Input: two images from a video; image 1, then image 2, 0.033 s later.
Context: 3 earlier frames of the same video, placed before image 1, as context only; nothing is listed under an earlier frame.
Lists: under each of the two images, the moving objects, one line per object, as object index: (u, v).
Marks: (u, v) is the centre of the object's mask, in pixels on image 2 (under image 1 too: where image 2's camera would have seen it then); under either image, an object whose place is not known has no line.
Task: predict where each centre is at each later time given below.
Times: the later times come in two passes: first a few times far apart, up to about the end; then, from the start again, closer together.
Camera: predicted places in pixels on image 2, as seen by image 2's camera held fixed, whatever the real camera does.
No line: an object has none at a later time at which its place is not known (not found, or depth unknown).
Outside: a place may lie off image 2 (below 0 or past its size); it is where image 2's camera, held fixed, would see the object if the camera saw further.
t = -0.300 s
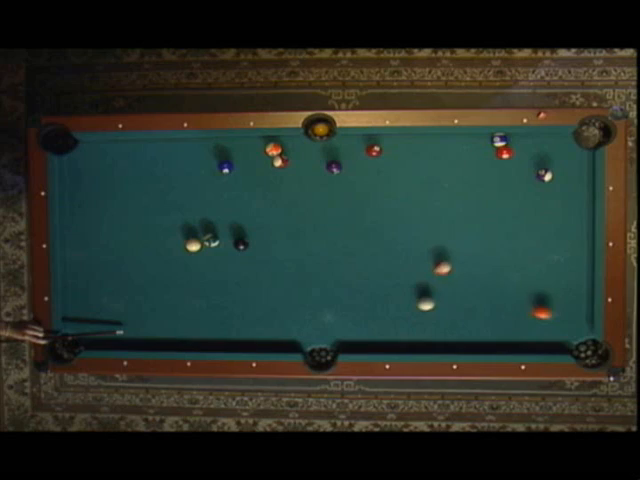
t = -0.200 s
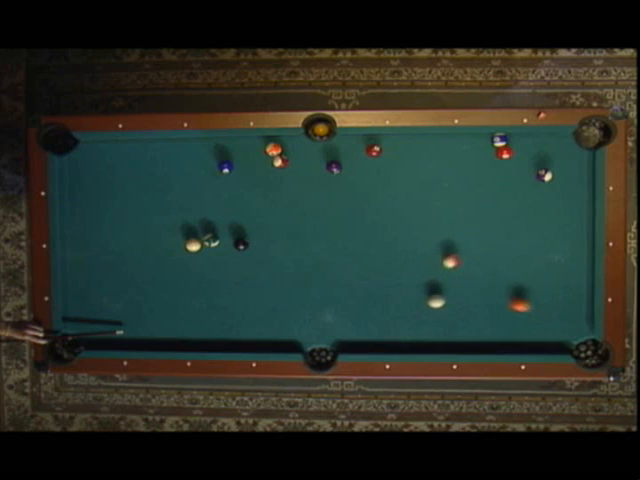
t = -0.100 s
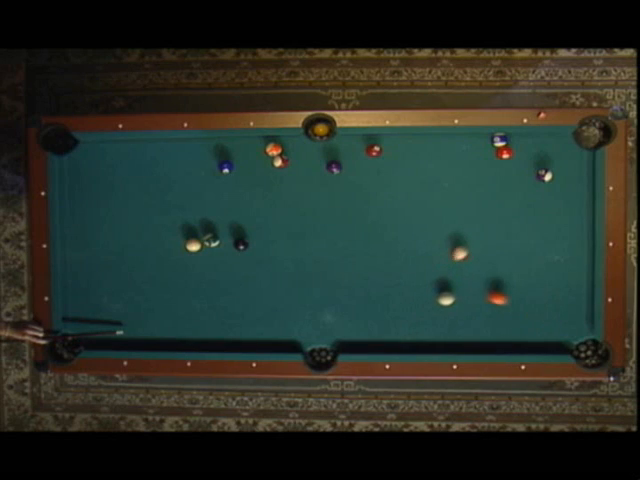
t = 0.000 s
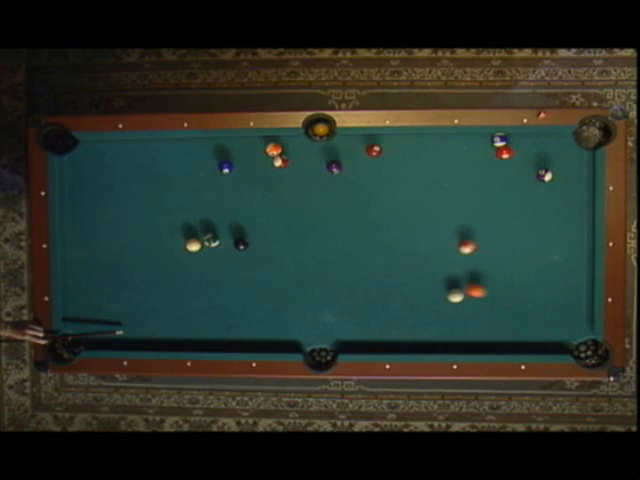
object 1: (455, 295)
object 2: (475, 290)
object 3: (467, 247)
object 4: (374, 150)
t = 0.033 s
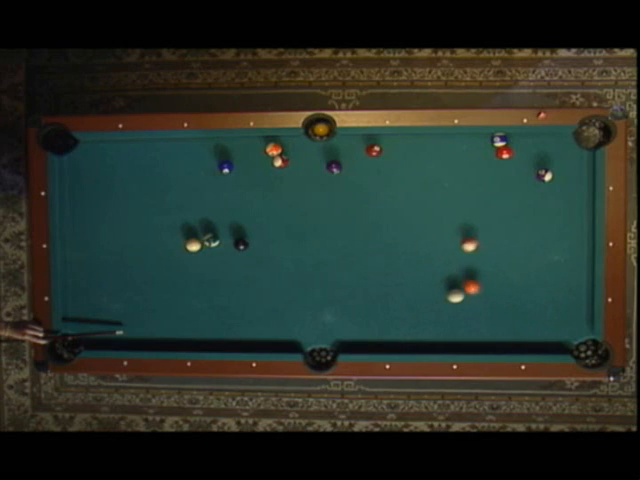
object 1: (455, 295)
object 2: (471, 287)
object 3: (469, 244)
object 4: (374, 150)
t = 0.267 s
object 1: (439, 302)
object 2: (458, 255)
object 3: (486, 228)
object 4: (373, 150)
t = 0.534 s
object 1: (423, 309)
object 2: (440, 222)
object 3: (505, 210)
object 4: (374, 150)
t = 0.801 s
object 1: (408, 314)
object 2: (423, 189)
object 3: (520, 193)
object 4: (374, 150)
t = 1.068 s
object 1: (393, 319)
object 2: (405, 157)
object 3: (528, 180)
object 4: (374, 150)
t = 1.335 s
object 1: (379, 322)
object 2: (391, 150)
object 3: (527, 172)
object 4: (374, 150)
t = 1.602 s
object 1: (366, 325)
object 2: (387, 167)
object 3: (524, 165)
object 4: (368, 150)
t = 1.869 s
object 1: (354, 328)
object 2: (383, 182)
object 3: (522, 160)
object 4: (362, 150)
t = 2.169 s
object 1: (340, 330)
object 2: (379, 196)
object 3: (520, 154)
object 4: (359, 149)
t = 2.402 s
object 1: (329, 332)
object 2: (376, 206)
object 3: (521, 151)
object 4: (357, 149)
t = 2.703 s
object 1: (317, 335)
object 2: (372, 216)
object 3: (520, 149)
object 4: (355, 149)
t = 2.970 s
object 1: (307, 336)
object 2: (368, 223)
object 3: (520, 148)
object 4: (355, 149)
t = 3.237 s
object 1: (297, 337)
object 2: (364, 229)
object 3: (520, 148)
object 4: (355, 149)
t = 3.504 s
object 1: (288, 339)
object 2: (362, 232)
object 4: (355, 149)
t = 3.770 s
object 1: (280, 339)
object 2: (360, 235)
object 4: (355, 149)
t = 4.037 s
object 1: (273, 339)
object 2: (358, 236)
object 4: (355, 149)
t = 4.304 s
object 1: (267, 339)
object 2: (357, 236)
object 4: (355, 149)
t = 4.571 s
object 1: (263, 338)
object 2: (357, 236)
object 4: (355, 149)
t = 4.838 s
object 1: (259, 336)
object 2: (357, 237)
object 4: (355, 149)
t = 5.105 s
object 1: (257, 335)
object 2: (357, 237)
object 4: (355, 149)
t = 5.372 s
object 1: (255, 336)
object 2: (357, 237)
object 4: (355, 149)
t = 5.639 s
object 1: (253, 337)
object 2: (357, 237)
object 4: (355, 149)
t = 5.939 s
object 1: (253, 336)
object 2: (357, 237)
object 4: (355, 149)
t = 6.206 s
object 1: (253, 336)
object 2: (357, 237)
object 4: (355, 149)
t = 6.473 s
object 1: (253, 336)
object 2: (357, 236)
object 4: (355, 149)
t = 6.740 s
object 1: (253, 336)
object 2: (357, 236)
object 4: (355, 149)
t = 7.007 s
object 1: (253, 336)
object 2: (357, 237)
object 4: (355, 149)
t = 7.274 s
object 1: (253, 335)
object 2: (357, 236)
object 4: (355, 149)
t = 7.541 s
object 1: (253, 335)
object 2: (357, 236)
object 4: (355, 149)
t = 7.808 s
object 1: (253, 335)
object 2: (357, 237)
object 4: (355, 149)
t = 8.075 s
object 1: (253, 335)
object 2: (357, 237)
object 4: (355, 149)
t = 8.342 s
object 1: (253, 335)
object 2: (357, 237)
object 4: (355, 149)
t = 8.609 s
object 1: (253, 335)
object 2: (357, 237)
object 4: (355, 149)
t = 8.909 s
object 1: (253, 335)
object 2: (357, 237)
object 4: (355, 149)
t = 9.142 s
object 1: (253, 335)
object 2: (357, 237)
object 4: (356, 149)
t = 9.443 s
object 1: (253, 335)
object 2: (357, 237)
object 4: (355, 149)
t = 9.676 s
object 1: (253, 335)
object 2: (357, 237)
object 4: (355, 149)
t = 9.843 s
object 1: (253, 335)
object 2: (357, 236)
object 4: (355, 149)
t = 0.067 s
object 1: (452, 297)
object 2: (470, 282)
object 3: (472, 242)
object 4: (373, 150)
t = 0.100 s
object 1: (449, 298)
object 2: (469, 277)
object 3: (475, 239)
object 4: (374, 150)
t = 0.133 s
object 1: (447, 299)
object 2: (467, 273)
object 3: (477, 237)
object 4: (374, 150)
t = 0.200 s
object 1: (443, 301)
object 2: (463, 264)
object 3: (482, 232)
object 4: (374, 150)
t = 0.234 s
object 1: (441, 302)
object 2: (460, 260)
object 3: (485, 230)
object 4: (374, 150)
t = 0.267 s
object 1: (439, 302)
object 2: (458, 255)
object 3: (486, 228)
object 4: (373, 150)
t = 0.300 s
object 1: (437, 303)
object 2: (456, 252)
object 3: (489, 226)
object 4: (374, 150)
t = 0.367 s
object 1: (433, 305)
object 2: (451, 243)
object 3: (494, 221)
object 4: (374, 150)
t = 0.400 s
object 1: (431, 306)
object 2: (450, 239)
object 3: (496, 219)
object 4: (374, 150)
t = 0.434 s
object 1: (429, 307)
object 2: (447, 234)
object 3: (498, 217)
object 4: (374, 150)
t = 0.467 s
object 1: (427, 307)
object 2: (445, 230)
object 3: (500, 215)
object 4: (373, 150)
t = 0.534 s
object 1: (423, 309)
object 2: (440, 222)
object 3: (505, 210)
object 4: (374, 150)
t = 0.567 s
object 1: (421, 310)
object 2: (438, 218)
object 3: (507, 207)
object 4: (374, 150)
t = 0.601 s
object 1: (419, 310)
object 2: (436, 214)
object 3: (509, 205)
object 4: (374, 150)
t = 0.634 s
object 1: (417, 311)
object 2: (434, 209)
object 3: (511, 204)
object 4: (374, 150)
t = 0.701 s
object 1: (413, 312)
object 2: (430, 201)
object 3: (515, 199)
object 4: (374, 150)
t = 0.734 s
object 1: (412, 313)
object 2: (427, 197)
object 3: (517, 197)
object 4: (374, 150)
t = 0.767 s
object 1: (410, 314)
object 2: (425, 193)
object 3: (518, 195)
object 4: (374, 150)
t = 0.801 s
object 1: (408, 314)
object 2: (423, 189)
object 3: (520, 193)
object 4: (374, 150)
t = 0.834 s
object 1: (406, 315)
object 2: (421, 185)
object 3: (522, 190)
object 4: (374, 150)
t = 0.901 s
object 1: (403, 316)
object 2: (417, 177)
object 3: (526, 186)
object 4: (374, 150)
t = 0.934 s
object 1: (401, 317)
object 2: (414, 173)
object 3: (527, 184)
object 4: (374, 150)
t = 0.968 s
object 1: (398, 317)
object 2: (412, 169)
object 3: (528, 183)
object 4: (374, 150)
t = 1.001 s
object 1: (397, 318)
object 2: (410, 165)
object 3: (529, 182)
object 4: (374, 150)
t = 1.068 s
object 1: (393, 319)
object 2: (405, 157)
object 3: (528, 180)
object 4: (374, 150)
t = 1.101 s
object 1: (391, 319)
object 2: (403, 153)
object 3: (528, 179)
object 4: (374, 150)
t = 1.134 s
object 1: (390, 320)
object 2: (401, 149)
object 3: (528, 177)
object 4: (374, 150)
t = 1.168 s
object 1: (388, 320)
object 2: (399, 145)
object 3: (528, 177)
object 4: (374, 150)
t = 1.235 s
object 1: (384, 321)
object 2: (395, 142)
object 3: (527, 175)
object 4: (374, 150)
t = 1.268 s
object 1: (383, 322)
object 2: (394, 145)
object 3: (527, 174)
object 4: (374, 150)
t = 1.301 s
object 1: (381, 322)
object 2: (392, 147)
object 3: (527, 173)
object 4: (374, 150)
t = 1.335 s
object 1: (379, 322)
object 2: (391, 150)
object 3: (527, 172)
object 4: (374, 150)
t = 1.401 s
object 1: (376, 323)
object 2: (390, 154)
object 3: (526, 170)
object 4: (372, 150)
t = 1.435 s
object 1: (374, 323)
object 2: (389, 156)
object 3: (526, 169)
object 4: (371, 150)
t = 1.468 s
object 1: (372, 324)
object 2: (389, 159)
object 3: (526, 169)
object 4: (370, 150)
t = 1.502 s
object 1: (371, 324)
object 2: (388, 160)
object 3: (526, 168)
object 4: (369, 150)
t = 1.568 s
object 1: (368, 325)
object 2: (387, 164)
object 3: (525, 166)
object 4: (368, 150)
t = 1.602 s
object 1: (366, 325)
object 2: (387, 167)
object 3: (524, 165)
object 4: (368, 150)
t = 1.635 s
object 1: (364, 326)
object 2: (386, 169)
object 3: (524, 165)
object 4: (367, 150)
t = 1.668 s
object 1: (363, 326)
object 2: (386, 171)
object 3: (524, 164)
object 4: (366, 150)
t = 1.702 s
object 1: (361, 326)
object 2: (386, 173)
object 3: (524, 163)
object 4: (365, 150)
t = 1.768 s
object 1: (358, 327)
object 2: (385, 176)
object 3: (523, 162)
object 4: (364, 150)
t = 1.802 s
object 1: (357, 327)
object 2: (384, 178)
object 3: (523, 161)
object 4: (363, 150)
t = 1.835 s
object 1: (355, 327)
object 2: (384, 180)
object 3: (522, 160)
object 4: (363, 150)
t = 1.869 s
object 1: (354, 328)
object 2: (383, 182)
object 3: (522, 160)
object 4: (362, 150)
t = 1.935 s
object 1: (350, 328)
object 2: (382, 185)
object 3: (520, 158)
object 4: (361, 150)
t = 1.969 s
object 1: (349, 328)
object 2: (382, 187)
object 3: (520, 157)
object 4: (361, 150)
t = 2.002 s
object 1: (347, 329)
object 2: (381, 189)
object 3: (520, 157)
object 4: (360, 150)
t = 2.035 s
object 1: (346, 329)
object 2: (381, 190)
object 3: (520, 156)
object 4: (360, 150)
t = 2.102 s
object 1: (343, 330)
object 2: (380, 193)
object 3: (520, 155)
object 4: (359, 149)
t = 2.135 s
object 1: (341, 330)
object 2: (379, 195)
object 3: (521, 154)
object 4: (359, 149)
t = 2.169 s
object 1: (340, 330)
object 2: (379, 196)
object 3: (520, 154)
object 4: (359, 149)
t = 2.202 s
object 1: (338, 331)
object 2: (378, 198)
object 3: (521, 153)
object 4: (358, 149)
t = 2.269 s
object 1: (335, 331)
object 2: (377, 201)
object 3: (521, 153)
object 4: (358, 149)
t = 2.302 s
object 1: (334, 332)
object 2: (377, 202)
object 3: (521, 152)
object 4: (358, 149)
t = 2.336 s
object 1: (332, 332)
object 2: (377, 203)
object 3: (521, 152)
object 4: (357, 149)
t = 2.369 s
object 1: (331, 332)
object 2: (376, 205)
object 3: (521, 151)
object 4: (357, 149)
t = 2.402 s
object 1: (329, 332)
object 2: (376, 206)
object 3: (521, 151)
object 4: (357, 149)
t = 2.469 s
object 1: (327, 333)
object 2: (375, 208)
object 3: (521, 151)
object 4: (357, 149)
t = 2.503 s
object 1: (325, 333)
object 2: (375, 209)
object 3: (521, 150)
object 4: (356, 149)
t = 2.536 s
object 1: (324, 333)
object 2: (374, 211)
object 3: (521, 150)
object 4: (356, 149)
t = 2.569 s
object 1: (323, 334)
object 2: (374, 212)
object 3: (521, 150)
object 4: (356, 149)
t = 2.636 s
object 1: (320, 334)
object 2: (373, 214)
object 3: (520, 150)
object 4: (356, 149)
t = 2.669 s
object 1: (318, 334)
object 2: (372, 215)
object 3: (520, 149)
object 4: (356, 149)
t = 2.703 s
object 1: (317, 335)
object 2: (372, 216)
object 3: (520, 149)
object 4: (355, 149)
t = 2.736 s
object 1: (316, 335)
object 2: (372, 217)
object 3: (520, 149)
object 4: (355, 149)
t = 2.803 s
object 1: (313, 335)
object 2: (371, 219)
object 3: (520, 149)
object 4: (355, 149)
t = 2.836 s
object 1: (312, 335)
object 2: (370, 220)
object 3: (520, 148)
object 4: (355, 149)
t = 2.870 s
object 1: (310, 335)
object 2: (370, 221)
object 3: (520, 148)
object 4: (355, 149)
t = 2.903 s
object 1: (309, 335)
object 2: (369, 222)
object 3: (520, 148)
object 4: (355, 149)
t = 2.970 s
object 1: (307, 336)
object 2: (368, 223)
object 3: (520, 148)
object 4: (355, 149)
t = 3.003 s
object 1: (305, 336)
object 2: (368, 224)
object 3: (520, 148)
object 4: (355, 149)
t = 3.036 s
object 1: (304, 336)
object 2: (367, 225)
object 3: (520, 148)
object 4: (355, 149)
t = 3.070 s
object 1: (303, 336)
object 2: (367, 225)
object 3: (520, 148)
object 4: (355, 149)
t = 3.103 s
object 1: (301, 336)
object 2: (366, 226)
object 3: (520, 148)
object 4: (355, 149)
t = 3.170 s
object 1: (299, 337)
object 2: (365, 228)
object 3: (520, 148)
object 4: (355, 149)
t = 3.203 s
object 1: (298, 337)
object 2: (365, 228)
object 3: (520, 148)
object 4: (355, 149)
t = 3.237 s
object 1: (297, 337)
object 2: (364, 229)
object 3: (520, 148)
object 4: (355, 149)
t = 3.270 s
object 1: (295, 338)
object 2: (364, 229)
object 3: (520, 148)
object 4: (355, 149)
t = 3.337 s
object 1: (293, 338)
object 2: (363, 231)
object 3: (520, 148)
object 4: (355, 149)
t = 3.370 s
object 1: (292, 338)
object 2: (363, 231)
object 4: (355, 149)
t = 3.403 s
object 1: (291, 338)
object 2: (362, 231)
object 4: (355, 149)
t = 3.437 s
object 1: (290, 338)
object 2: (362, 232)
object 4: (355, 149)
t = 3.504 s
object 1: (288, 339)
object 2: (362, 232)
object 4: (355, 149)
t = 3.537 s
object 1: (287, 339)
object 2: (362, 233)
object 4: (355, 149)
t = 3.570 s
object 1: (286, 338)
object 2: (361, 233)
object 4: (355, 149)
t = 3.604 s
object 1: (285, 339)
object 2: (361, 234)
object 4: (355, 149)
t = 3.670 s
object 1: (283, 338)
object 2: (361, 234)
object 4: (355, 149)
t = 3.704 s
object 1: (282, 338)
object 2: (360, 235)
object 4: (355, 149)
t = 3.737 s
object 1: (281, 339)
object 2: (360, 235)
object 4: (355, 149)
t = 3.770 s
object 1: (280, 339)
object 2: (360, 235)
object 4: (355, 149)
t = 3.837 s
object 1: (278, 339)
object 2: (359, 236)
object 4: (355, 149)
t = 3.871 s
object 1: (277, 339)
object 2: (359, 236)
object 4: (355, 149)
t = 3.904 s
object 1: (276, 339)
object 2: (359, 236)
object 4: (355, 149)
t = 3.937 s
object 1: (276, 339)
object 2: (359, 236)
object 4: (355, 149)
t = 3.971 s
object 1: (275, 339)
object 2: (359, 236)
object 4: (355, 149)
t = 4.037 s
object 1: (273, 339)
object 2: (358, 236)
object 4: (355, 149)
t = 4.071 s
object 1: (272, 339)
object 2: (358, 236)
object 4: (355, 149)
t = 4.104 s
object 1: (272, 339)
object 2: (358, 236)
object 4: (355, 149)
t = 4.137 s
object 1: (271, 339)
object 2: (358, 236)
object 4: (355, 149)
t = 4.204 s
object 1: (269, 339)
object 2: (357, 236)
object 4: (355, 149)
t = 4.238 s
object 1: (269, 339)
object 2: (357, 236)
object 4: (355, 149)
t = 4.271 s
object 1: (268, 339)
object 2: (357, 236)
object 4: (355, 149)
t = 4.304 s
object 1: (267, 339)
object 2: (357, 236)
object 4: (355, 149)
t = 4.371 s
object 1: (266, 339)
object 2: (357, 236)
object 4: (355, 149)
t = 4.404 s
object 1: (265, 339)
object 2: (357, 236)
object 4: (355, 149)
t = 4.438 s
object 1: (265, 339)
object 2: (357, 236)
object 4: (355, 149)
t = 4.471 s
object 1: (264, 338)
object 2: (357, 236)
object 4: (355, 149)
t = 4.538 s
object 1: (263, 338)
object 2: (357, 236)
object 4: (355, 149)
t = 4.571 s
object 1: (263, 338)
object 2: (357, 236)
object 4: (355, 149)
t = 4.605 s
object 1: (262, 338)
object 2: (357, 236)
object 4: (355, 149)
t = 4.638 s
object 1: (262, 337)
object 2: (357, 236)
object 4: (355, 149)
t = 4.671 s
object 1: (261, 337)
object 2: (357, 236)
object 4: (355, 149)
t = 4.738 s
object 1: (261, 337)
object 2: (357, 237)
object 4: (355, 149)
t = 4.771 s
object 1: (260, 337)
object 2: (357, 237)
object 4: (355, 149)
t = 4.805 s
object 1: (260, 336)
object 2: (357, 237)
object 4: (355, 149)
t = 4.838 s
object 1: (259, 336)
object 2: (357, 237)
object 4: (355, 149)
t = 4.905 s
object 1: (259, 336)
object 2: (357, 237)
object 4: (355, 149)
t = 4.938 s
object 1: (258, 336)
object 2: (357, 237)
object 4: (355, 149)
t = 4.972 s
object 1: (258, 336)
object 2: (357, 237)
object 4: (355, 149)
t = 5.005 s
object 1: (258, 336)
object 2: (357, 237)
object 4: (355, 149)
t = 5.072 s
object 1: (257, 335)
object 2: (357, 237)
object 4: (355, 149)
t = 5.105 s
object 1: (257, 335)
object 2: (357, 237)
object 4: (355, 149)
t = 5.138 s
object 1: (256, 335)
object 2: (357, 237)
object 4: (355, 149)
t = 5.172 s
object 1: (256, 335)
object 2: (357, 237)
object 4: (355, 149)
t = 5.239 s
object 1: (256, 335)
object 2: (357, 237)
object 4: (355, 149)
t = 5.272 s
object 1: (255, 335)
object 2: (357, 237)
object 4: (355, 149)
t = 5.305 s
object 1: (255, 335)
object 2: (357, 237)
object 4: (355, 149)
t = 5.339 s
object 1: (255, 335)
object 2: (357, 237)
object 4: (355, 149)
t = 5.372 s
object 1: (255, 336)
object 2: (357, 237)
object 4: (355, 149)
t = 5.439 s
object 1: (254, 335)
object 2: (357, 237)
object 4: (355, 149)
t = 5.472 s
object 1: (254, 336)
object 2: (357, 237)
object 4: (355, 149)
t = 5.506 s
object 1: (253, 336)
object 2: (357, 237)
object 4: (355, 149)
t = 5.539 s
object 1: (254, 336)
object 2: (357, 237)
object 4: (355, 149)
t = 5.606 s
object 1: (253, 337)
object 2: (357, 237)
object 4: (355, 149)
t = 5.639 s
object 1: (253, 337)
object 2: (357, 237)
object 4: (355, 149)
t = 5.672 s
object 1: (253, 336)
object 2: (357, 237)
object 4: (355, 149)
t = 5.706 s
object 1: (253, 336)
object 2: (357, 237)
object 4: (355, 149)
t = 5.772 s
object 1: (253, 336)
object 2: (357, 237)
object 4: (355, 149)
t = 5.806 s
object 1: (253, 336)
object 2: (357, 237)
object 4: (355, 149)
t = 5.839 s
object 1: (253, 336)
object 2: (357, 237)
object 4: (355, 149)
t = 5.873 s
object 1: (253, 336)
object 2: (357, 237)
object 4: (355, 149)
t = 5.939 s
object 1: (253, 336)
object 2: (357, 237)
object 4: (355, 149)
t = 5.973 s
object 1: (253, 336)
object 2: (357, 237)
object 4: (355, 149)
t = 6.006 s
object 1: (253, 336)
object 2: (357, 237)
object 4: (355, 149)
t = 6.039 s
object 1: (253, 336)
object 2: (357, 237)
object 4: (355, 149)
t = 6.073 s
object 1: (253, 336)
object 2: (357, 237)
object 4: (355, 149)
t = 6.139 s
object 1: (253, 336)
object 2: (357, 237)
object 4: (355, 149)
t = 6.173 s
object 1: (253, 336)
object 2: (357, 237)
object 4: (355, 149)
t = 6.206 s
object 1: (253, 336)
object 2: (357, 237)
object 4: (355, 149)
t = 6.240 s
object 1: (253, 336)
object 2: (357, 236)
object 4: (355, 149)
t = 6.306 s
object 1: (253, 336)
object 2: (357, 237)
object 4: (355, 149)
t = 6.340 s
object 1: (253, 336)
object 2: (357, 236)
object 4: (355, 149)
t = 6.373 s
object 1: (253, 336)
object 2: (357, 236)
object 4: (355, 149)
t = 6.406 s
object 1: (253, 336)
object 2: (357, 236)
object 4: (355, 149)
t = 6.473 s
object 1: (253, 336)
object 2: (357, 236)
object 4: (355, 149)
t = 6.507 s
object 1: (253, 336)
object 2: (357, 236)
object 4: (355, 149)
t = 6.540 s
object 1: (253, 336)
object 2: (357, 236)
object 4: (355, 149)
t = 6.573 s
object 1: (253, 336)
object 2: (357, 236)
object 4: (355, 149)
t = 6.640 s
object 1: (253, 336)
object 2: (357, 236)
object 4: (355, 149)
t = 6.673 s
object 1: (253, 336)
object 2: (357, 236)
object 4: (355, 149)
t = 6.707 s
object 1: (253, 336)
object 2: (357, 236)
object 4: (355, 149)
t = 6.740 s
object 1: (253, 336)
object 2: (357, 236)
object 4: (355, 149)
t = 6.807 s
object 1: (253, 336)
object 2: (357, 236)
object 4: (356, 149)
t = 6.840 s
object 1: (253, 336)
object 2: (357, 236)
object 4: (355, 149)
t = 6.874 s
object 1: (253, 336)
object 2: (357, 236)
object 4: (356, 149)
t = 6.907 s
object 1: (253, 336)
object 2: (357, 236)
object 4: (356, 149)
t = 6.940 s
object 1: (253, 336)
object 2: (357, 236)
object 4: (356, 149)
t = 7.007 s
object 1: (253, 336)
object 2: (357, 237)
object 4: (355, 149)
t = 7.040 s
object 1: (253, 336)
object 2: (357, 237)
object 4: (355, 149)
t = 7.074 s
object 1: (253, 335)
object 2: (357, 237)
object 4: (355, 149)
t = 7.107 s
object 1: (253, 335)
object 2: (357, 236)
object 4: (355, 149)
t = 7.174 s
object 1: (253, 335)
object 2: (357, 236)
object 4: (355, 149)
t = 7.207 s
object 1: (253, 335)
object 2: (357, 237)
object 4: (355, 149)
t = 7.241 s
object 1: (253, 335)
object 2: (357, 236)
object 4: (355, 149)
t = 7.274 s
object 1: (253, 335)
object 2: (357, 236)
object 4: (355, 149)
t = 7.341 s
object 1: (253, 335)
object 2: (357, 236)
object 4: (355, 149)
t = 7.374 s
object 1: (253, 335)
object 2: (357, 236)
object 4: (355, 149)
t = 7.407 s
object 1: (253, 335)
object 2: (357, 236)
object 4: (355, 149)
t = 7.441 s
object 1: (253, 335)
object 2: (357, 237)
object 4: (355, 149)
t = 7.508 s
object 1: (253, 335)
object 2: (357, 236)
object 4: (355, 149)
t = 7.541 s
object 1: (253, 335)
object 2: (357, 236)
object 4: (355, 149)
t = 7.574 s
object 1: (253, 335)
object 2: (357, 236)
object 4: (355, 149)
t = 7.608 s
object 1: (253, 335)
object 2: (357, 236)
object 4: (355, 149)
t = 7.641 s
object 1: (253, 335)
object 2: (357, 236)
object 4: (355, 149)
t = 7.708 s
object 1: (253, 335)
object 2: (357, 237)
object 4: (355, 149)
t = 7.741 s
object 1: (253, 335)
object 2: (357, 237)
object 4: (355, 149)
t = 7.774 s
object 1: (253, 335)
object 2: (357, 237)
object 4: (355, 149)
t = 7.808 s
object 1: (253, 335)
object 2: (357, 237)
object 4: (355, 149)
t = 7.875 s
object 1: (253, 335)
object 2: (357, 237)
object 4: (355, 149)
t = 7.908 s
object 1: (253, 335)
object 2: (357, 237)
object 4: (355, 149)
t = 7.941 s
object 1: (253, 335)
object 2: (357, 237)
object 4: (355, 149)
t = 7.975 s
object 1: (253, 335)
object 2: (357, 236)
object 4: (355, 149)
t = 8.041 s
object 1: (253, 335)
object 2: (357, 237)
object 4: (355, 149)
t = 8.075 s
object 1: (253, 335)
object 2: (357, 237)
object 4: (355, 149)
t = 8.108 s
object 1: (253, 335)
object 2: (357, 236)
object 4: (355, 149)
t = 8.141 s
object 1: (253, 335)
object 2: (357, 237)
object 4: (356, 149)
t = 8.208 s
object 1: (253, 335)
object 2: (357, 236)
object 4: (355, 149)
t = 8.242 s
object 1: (253, 335)
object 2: (357, 237)
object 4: (355, 149)
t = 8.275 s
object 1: (253, 335)
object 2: (357, 237)
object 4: (355, 149)
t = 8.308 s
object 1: (253, 335)
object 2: (357, 237)
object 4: (355, 149)
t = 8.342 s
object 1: (253, 335)
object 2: (357, 237)
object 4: (355, 149)
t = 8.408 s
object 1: (253, 335)
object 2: (357, 237)
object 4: (355, 149)
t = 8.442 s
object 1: (253, 335)
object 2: (357, 237)
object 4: (355, 149)
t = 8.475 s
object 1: (253, 335)
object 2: (357, 237)
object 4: (355, 149)
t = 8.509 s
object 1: (253, 335)
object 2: (357, 237)
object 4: (355, 149)
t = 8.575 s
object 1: (253, 335)
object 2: (357, 237)
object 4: (355, 149)
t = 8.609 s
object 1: (253, 335)
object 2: (357, 237)
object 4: (355, 149)
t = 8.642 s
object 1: (253, 335)
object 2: (357, 237)
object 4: (355, 149)
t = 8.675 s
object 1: (253, 335)
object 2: (357, 237)
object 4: (355, 149)
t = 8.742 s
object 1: (253, 335)
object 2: (357, 237)
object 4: (355, 149)
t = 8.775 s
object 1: (253, 335)
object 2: (357, 237)
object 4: (355, 149)
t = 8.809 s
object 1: (253, 335)
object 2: (357, 237)
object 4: (355, 149)
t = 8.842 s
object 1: (253, 335)
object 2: (357, 237)
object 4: (355, 149)
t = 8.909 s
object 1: (253, 335)
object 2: (357, 237)
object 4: (355, 149)
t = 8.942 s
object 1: (253, 335)
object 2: (357, 237)
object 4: (355, 149)
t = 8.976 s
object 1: (253, 335)
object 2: (357, 237)
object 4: (355, 149)
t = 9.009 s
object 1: (253, 335)
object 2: (357, 237)
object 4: (356, 149)
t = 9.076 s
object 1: (253, 335)
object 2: (357, 237)
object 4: (356, 149)
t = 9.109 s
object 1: (253, 335)
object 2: (357, 237)
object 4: (355, 149)
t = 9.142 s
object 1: (253, 335)
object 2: (357, 237)
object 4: (356, 149)
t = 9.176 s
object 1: (253, 335)
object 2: (357, 237)
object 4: (355, 149)
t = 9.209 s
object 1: (253, 335)
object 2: (357, 237)
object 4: (355, 149)
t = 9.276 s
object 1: (253, 335)
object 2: (357, 237)
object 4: (355, 149)
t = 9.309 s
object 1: (253, 335)
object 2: (357, 237)
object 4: (355, 149)
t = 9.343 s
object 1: (253, 335)
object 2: (357, 237)
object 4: (356, 149)
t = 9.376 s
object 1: (253, 335)
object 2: (357, 237)
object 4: (355, 149)
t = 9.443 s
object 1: (253, 335)
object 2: (357, 237)
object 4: (355, 149)
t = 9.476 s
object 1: (253, 335)
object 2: (357, 237)
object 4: (355, 149)
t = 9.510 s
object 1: (253, 335)
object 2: (357, 236)
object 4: (355, 149)
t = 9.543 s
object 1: (253, 335)
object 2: (357, 237)
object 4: (355, 149)
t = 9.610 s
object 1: (253, 335)
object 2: (357, 237)
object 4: (355, 149)
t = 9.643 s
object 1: (253, 335)
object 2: (357, 237)
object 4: (356, 149)
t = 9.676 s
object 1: (253, 335)
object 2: (357, 237)
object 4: (355, 149)
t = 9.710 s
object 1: (253, 335)
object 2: (357, 236)
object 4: (355, 149)
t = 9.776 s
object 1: (253, 335)
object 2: (357, 236)
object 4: (355, 149)
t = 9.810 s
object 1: (253, 335)
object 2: (357, 237)
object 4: (355, 149)
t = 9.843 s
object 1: (253, 335)
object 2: (357, 236)
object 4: (355, 149)
